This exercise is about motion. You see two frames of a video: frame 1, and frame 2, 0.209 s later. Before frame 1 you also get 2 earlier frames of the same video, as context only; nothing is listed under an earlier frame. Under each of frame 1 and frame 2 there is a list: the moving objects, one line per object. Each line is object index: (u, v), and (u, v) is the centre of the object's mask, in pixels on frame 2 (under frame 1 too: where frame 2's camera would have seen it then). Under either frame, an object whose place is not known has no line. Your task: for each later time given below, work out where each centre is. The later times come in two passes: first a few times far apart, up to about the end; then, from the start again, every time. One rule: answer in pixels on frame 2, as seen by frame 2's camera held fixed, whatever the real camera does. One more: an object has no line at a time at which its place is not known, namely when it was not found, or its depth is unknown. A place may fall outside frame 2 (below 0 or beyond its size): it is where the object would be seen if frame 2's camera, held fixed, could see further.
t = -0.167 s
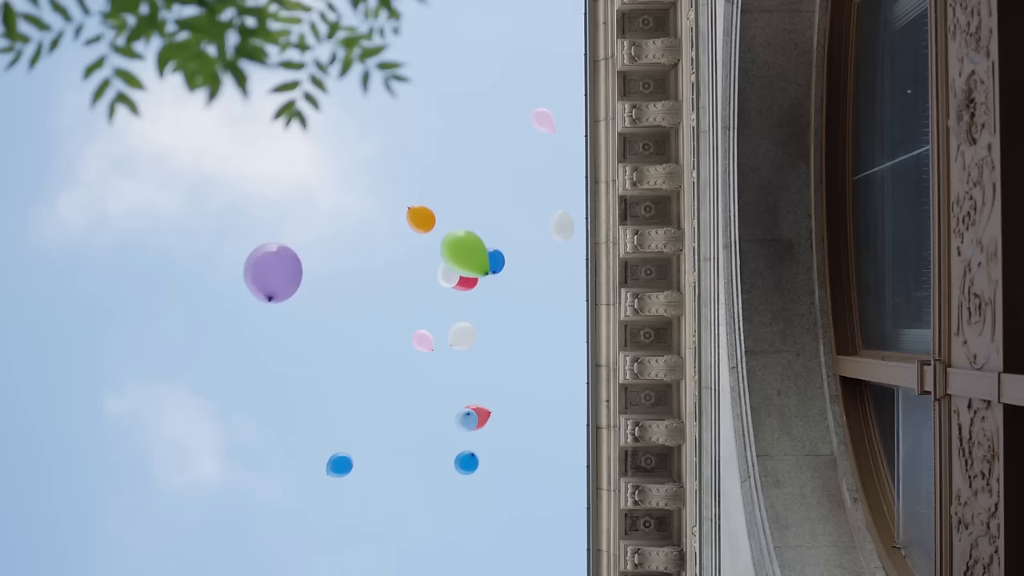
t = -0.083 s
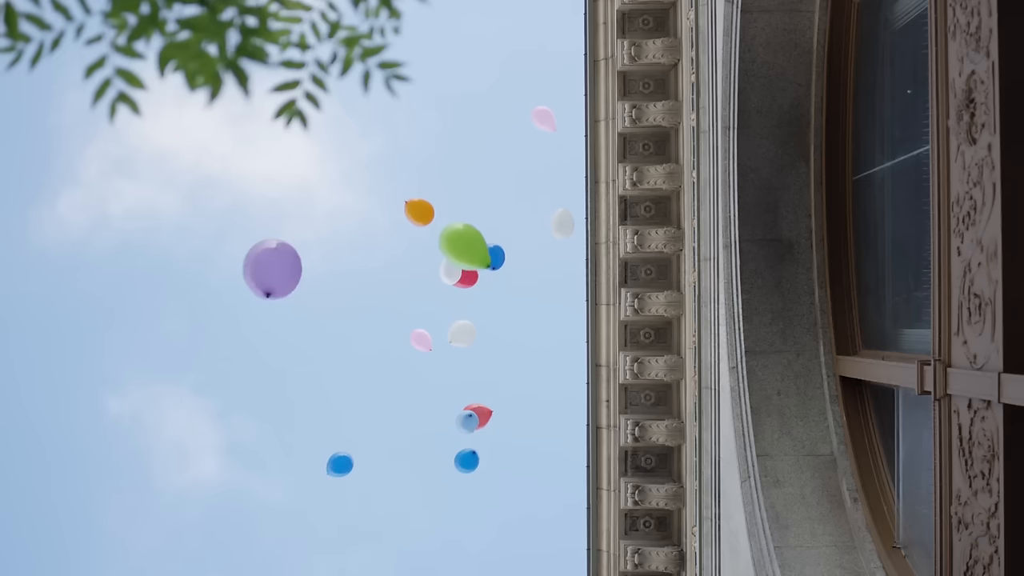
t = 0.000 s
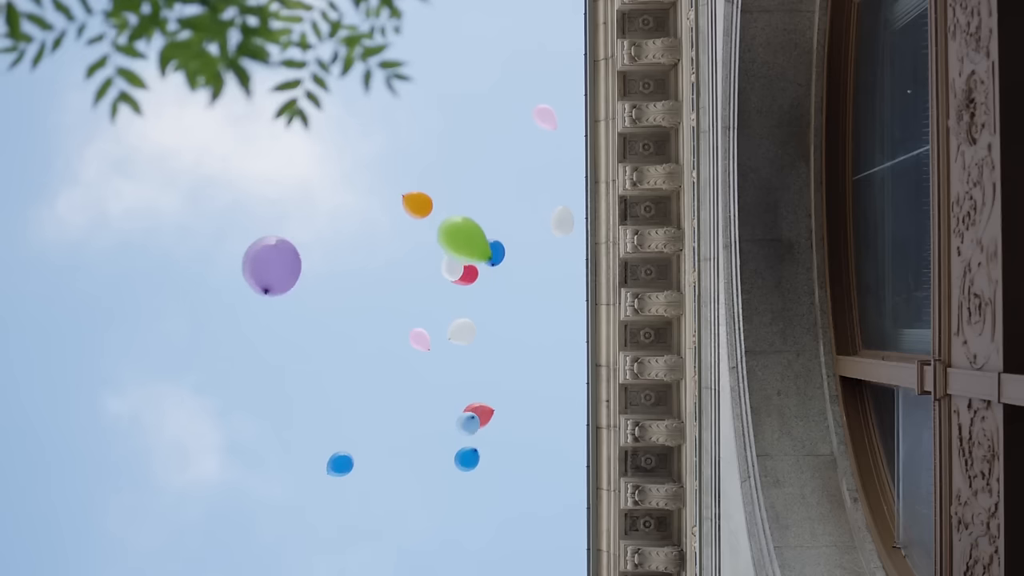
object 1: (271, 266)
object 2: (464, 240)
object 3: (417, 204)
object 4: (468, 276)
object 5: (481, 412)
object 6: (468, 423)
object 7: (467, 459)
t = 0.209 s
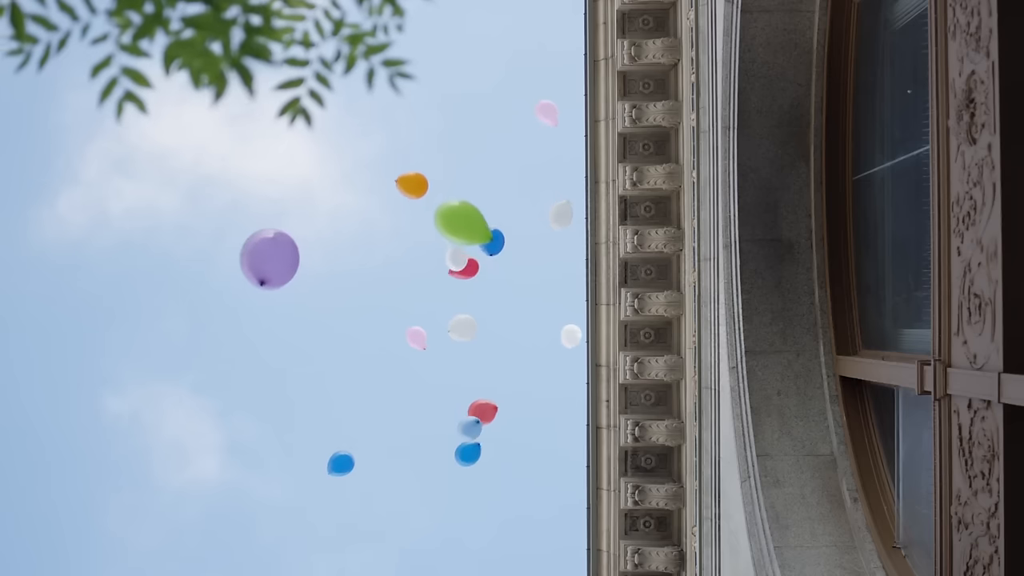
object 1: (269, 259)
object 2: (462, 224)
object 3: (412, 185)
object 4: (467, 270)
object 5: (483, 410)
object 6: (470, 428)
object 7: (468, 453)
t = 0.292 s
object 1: (268, 256)
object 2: (461, 217)
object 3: (410, 177)
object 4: (466, 268)
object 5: (484, 410)
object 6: (471, 429)
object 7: (468, 452)
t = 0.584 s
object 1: (265, 246)
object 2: (460, 199)
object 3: (400, 149)
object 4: (465, 260)
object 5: (491, 405)
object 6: (474, 434)
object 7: (469, 448)
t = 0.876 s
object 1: (260, 238)
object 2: (462, 186)
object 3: (387, 122)
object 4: (465, 252)
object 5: (497, 400)
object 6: (478, 435)
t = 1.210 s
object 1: (254, 230)
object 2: (468, 178)
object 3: (366, 93)
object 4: (464, 241)
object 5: (502, 396)
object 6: (482, 432)
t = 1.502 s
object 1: (247, 225)
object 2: (479, 174)
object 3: (344, 73)
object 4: (461, 231)
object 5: (505, 393)
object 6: (487, 426)
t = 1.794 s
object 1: (242, 221)
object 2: (492, 171)
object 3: (321, 56)
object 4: (459, 219)
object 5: (508, 390)
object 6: (493, 420)
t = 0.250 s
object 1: (269, 257)
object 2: (462, 221)
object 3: (411, 181)
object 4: (466, 269)
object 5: (484, 410)
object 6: (470, 428)
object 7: (468, 452)
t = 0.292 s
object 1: (268, 256)
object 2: (461, 217)
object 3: (410, 177)
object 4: (466, 268)
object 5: (484, 410)
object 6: (471, 429)
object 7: (468, 452)
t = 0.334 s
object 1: (268, 255)
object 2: (461, 215)
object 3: (409, 173)
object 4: (465, 267)
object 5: (485, 409)
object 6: (471, 431)
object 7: (468, 451)
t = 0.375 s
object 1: (267, 253)
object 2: (461, 212)
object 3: (407, 169)
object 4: (465, 266)
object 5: (486, 409)
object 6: (471, 432)
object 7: (469, 451)
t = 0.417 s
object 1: (267, 252)
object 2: (460, 209)
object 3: (406, 165)
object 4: (465, 265)
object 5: (487, 408)
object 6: (471, 432)
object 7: (469, 450)
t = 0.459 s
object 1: (266, 251)
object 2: (460, 206)
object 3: (405, 161)
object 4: (465, 263)
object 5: (488, 407)
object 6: (472, 433)
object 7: (469, 450)
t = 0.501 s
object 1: (266, 249)
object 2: (460, 204)
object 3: (403, 157)
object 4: (465, 262)
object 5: (489, 407)
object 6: (473, 433)
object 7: (469, 449)
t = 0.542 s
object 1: (265, 248)
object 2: (460, 202)
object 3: (402, 153)
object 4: (465, 261)
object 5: (490, 406)
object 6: (473, 434)
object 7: (469, 449)
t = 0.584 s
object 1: (265, 246)
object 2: (460, 199)
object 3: (400, 149)
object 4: (465, 260)
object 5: (491, 405)
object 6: (474, 434)
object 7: (469, 448)
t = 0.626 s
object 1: (264, 245)
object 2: (460, 197)
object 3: (398, 145)
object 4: (465, 258)
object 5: (492, 404)
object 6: (475, 434)
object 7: (469, 448)
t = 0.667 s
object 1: (264, 244)
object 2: (460, 195)
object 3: (397, 141)
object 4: (465, 257)
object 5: (493, 404)
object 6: (475, 435)
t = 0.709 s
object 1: (263, 243)
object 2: (460, 193)
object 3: (395, 137)
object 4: (465, 257)
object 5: (494, 403)
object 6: (476, 435)
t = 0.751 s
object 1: (262, 242)
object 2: (460, 191)
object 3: (393, 133)
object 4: (465, 255)
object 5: (494, 402)
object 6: (476, 435)
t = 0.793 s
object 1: (262, 241)
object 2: (461, 189)
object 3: (391, 129)
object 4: (465, 254)
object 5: (495, 401)
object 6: (477, 435)
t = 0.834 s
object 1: (261, 239)
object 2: (461, 187)
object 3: (389, 125)
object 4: (465, 253)
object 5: (496, 401)
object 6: (477, 435)
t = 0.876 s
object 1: (260, 238)
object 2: (462, 186)
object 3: (387, 122)
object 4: (465, 252)
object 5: (497, 400)
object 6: (478, 435)
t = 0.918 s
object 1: (259, 237)
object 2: (462, 185)
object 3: (385, 118)
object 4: (465, 251)
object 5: (498, 400)
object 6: (478, 435)
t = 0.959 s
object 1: (259, 236)
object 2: (463, 184)
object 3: (383, 114)
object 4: (465, 250)
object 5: (499, 399)
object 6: (479, 435)
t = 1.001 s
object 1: (258, 235)
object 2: (464, 182)
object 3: (380, 110)
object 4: (465, 248)
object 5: (499, 398)
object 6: (480, 435)
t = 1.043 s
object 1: (257, 234)
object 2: (464, 181)
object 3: (378, 107)
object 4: (465, 247)
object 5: (500, 398)
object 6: (480, 434)
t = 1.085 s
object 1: (256, 233)
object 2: (465, 180)
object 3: (375, 104)
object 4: (464, 246)
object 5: (501, 397)
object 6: (481, 434)
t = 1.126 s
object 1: (255, 232)
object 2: (466, 179)
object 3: (372, 100)
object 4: (464, 244)
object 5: (501, 397)
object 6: (481, 433)
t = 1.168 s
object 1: (254, 231)
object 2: (467, 178)
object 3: (369, 97)
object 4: (464, 243)
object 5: (502, 396)
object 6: (482, 433)
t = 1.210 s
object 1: (254, 230)
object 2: (468, 178)
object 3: (366, 93)
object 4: (464, 241)
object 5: (502, 396)
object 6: (482, 432)
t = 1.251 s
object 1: (253, 229)
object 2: (470, 177)
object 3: (363, 90)
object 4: (463, 240)
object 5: (503, 395)
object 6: (483, 431)
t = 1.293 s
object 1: (252, 229)
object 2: (471, 176)
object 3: (360, 88)
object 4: (463, 238)
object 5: (503, 395)
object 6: (484, 431)
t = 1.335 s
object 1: (251, 228)
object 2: (472, 176)
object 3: (357, 85)
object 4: (463, 237)
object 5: (504, 395)
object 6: (484, 430)
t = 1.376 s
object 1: (250, 227)
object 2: (474, 175)
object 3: (355, 82)
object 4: (462, 235)
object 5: (504, 394)
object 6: (485, 429)
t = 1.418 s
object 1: (249, 226)
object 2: (475, 175)
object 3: (353, 80)
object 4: (462, 234)
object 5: (505, 394)
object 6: (486, 428)
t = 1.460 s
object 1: (248, 226)
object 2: (477, 174)
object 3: (347, 80)
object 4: (461, 232)
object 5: (505, 393)
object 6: (486, 427)
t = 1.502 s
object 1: (247, 225)
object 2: (479, 174)
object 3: (344, 73)
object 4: (461, 231)
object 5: (505, 393)
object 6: (487, 426)
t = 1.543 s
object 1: (247, 224)
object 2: (480, 173)
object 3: (341, 71)
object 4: (461, 229)
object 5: (506, 393)
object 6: (488, 425)
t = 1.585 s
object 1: (246, 224)
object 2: (482, 173)
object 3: (337, 67)
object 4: (460, 227)
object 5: (506, 392)
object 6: (489, 425)
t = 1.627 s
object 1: (245, 223)
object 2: (484, 172)
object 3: (335, 66)
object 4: (460, 226)
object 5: (507, 392)
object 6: (489, 424)
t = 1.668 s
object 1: (244, 223)
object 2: (486, 172)
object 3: (332, 63)
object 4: (460, 224)
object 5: (507, 391)
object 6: (490, 423)
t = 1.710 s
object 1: (243, 222)
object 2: (487, 168)
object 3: (329, 61)
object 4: (459, 223)
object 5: (507, 391)
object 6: (491, 422)
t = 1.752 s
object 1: (243, 222)
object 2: (490, 171)
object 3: (324, 58)
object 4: (459, 221)
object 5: (508, 391)
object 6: (492, 421)
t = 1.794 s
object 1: (242, 221)
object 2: (492, 171)
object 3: (321, 56)
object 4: (459, 219)
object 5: (508, 390)
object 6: (493, 420)
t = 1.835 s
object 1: (241, 221)
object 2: (494, 170)
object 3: (315, 53)
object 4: (459, 218)
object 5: (508, 390)
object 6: (493, 419)
